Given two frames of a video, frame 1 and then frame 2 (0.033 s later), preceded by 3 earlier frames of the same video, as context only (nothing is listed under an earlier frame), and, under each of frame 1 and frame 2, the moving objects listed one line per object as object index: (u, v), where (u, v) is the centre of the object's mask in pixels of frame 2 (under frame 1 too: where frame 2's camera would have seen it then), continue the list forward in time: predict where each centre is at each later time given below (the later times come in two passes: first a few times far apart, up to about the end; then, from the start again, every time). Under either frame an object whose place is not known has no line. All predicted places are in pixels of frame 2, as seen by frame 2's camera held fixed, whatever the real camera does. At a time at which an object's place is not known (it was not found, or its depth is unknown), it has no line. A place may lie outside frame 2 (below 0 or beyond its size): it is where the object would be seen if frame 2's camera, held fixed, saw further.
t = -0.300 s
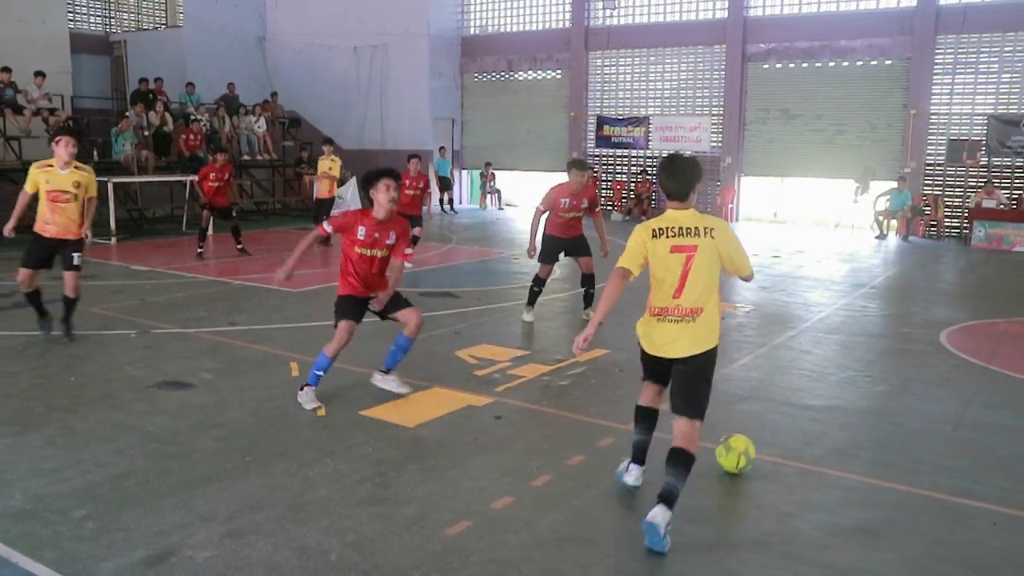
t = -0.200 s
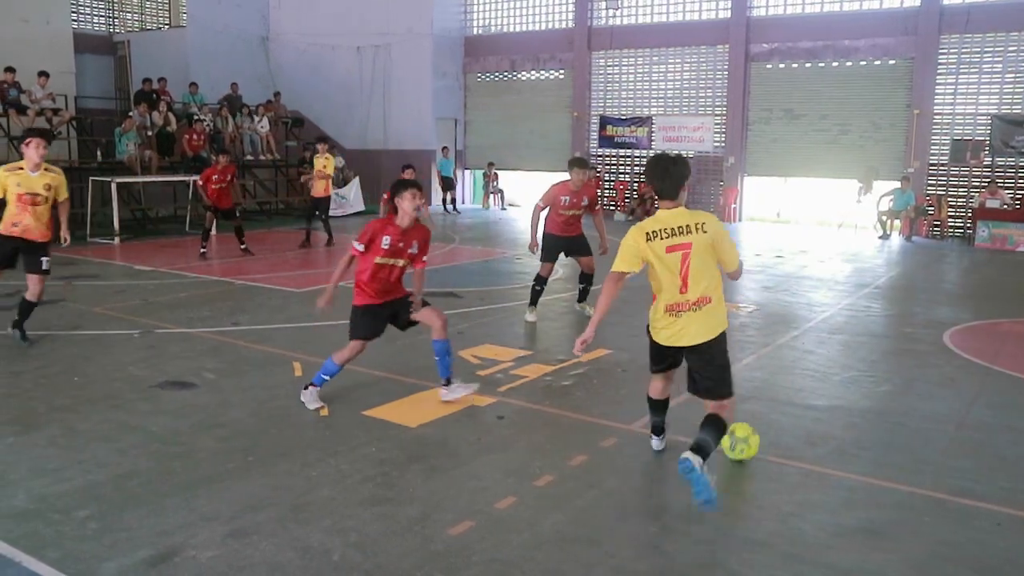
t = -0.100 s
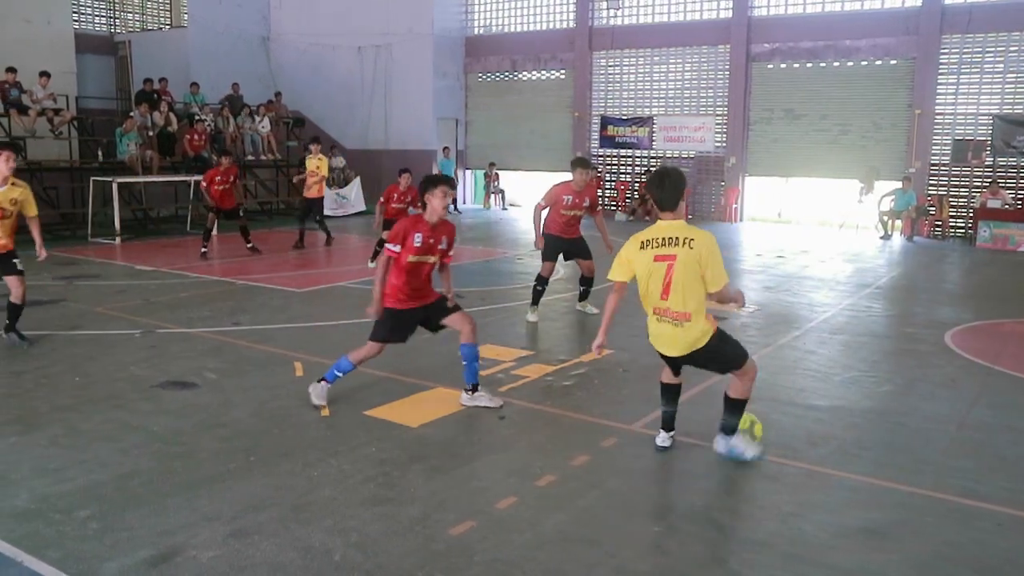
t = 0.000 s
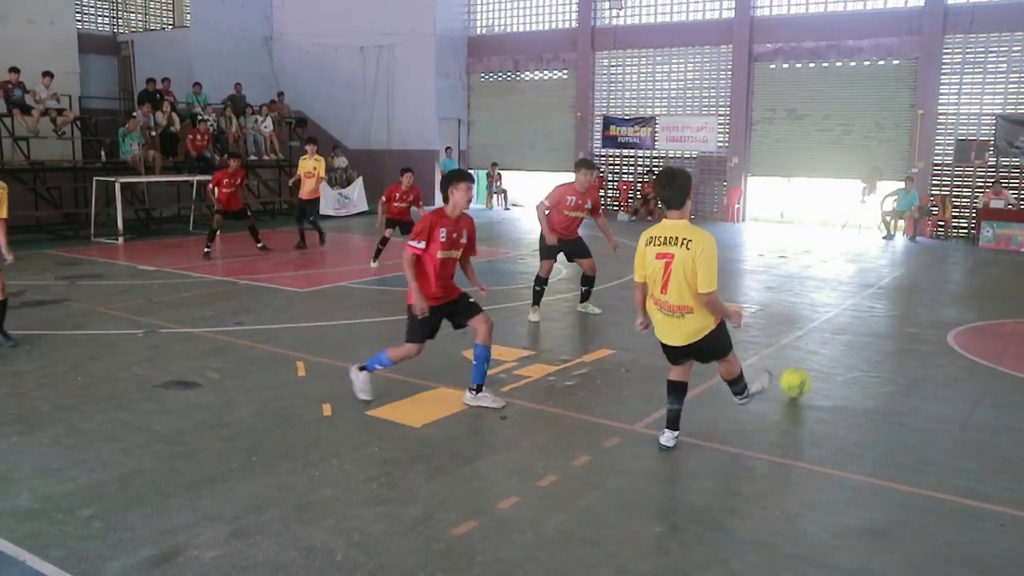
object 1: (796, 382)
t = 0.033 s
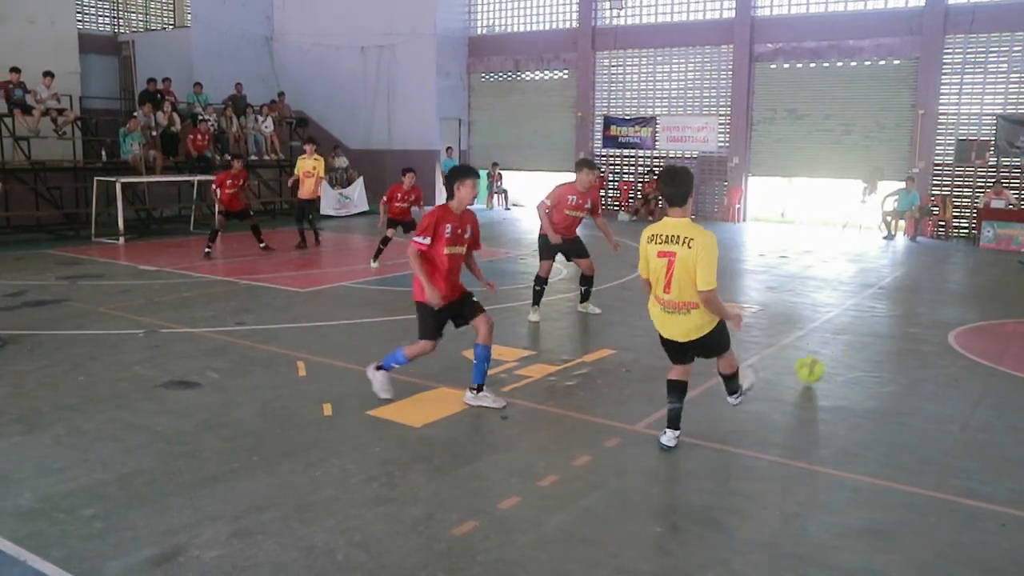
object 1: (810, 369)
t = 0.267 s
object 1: (869, 314)
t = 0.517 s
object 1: (902, 284)
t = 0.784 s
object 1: (920, 265)
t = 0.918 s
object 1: (926, 258)
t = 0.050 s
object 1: (816, 364)
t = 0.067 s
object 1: (821, 359)
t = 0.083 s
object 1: (827, 355)
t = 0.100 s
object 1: (832, 350)
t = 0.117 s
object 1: (836, 345)
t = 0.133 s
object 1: (842, 341)
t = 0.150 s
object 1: (845, 337)
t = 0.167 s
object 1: (850, 333)
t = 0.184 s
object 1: (853, 330)
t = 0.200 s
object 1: (857, 327)
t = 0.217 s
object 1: (861, 323)
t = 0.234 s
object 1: (864, 321)
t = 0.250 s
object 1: (866, 317)
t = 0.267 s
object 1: (869, 314)
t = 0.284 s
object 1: (872, 311)
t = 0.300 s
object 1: (875, 309)
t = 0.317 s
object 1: (877, 307)
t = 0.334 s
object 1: (881, 304)
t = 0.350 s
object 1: (882, 302)
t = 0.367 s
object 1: (884, 300)
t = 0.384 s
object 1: (887, 298)
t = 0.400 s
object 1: (889, 296)
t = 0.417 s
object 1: (891, 294)
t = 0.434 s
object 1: (893, 292)
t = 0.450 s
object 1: (896, 290)
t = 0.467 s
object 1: (897, 289)
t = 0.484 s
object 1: (899, 287)
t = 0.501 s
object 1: (900, 286)
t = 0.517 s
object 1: (902, 284)
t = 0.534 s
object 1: (904, 283)
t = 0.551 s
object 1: (905, 281)
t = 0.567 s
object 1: (906, 280)
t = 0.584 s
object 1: (907, 279)
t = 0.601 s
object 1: (908, 277)
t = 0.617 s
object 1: (910, 276)
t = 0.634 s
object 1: (911, 275)
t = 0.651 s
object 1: (912, 273)
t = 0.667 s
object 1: (914, 272)
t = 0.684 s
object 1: (915, 270)
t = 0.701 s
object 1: (915, 269)
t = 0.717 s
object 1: (915, 267)
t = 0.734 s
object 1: (917, 266)
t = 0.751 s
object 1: (918, 266)
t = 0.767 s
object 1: (920, 265)
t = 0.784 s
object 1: (920, 265)
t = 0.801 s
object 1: (921, 263)
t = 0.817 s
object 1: (922, 262)
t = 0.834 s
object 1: (922, 262)
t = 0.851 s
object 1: (923, 261)
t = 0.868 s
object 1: (925, 260)
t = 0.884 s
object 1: (925, 258)
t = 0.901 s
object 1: (926, 257)
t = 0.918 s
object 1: (926, 258)
